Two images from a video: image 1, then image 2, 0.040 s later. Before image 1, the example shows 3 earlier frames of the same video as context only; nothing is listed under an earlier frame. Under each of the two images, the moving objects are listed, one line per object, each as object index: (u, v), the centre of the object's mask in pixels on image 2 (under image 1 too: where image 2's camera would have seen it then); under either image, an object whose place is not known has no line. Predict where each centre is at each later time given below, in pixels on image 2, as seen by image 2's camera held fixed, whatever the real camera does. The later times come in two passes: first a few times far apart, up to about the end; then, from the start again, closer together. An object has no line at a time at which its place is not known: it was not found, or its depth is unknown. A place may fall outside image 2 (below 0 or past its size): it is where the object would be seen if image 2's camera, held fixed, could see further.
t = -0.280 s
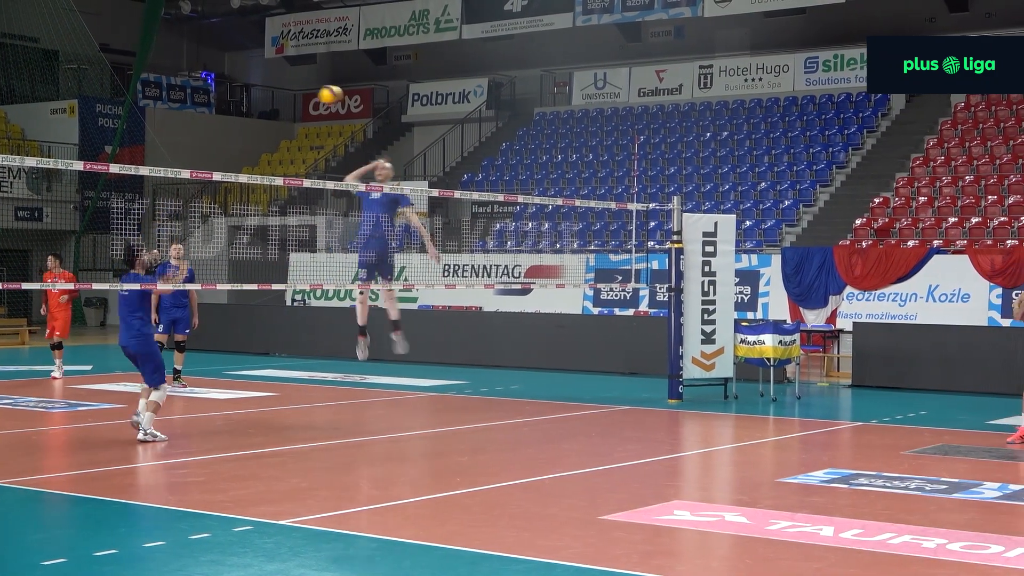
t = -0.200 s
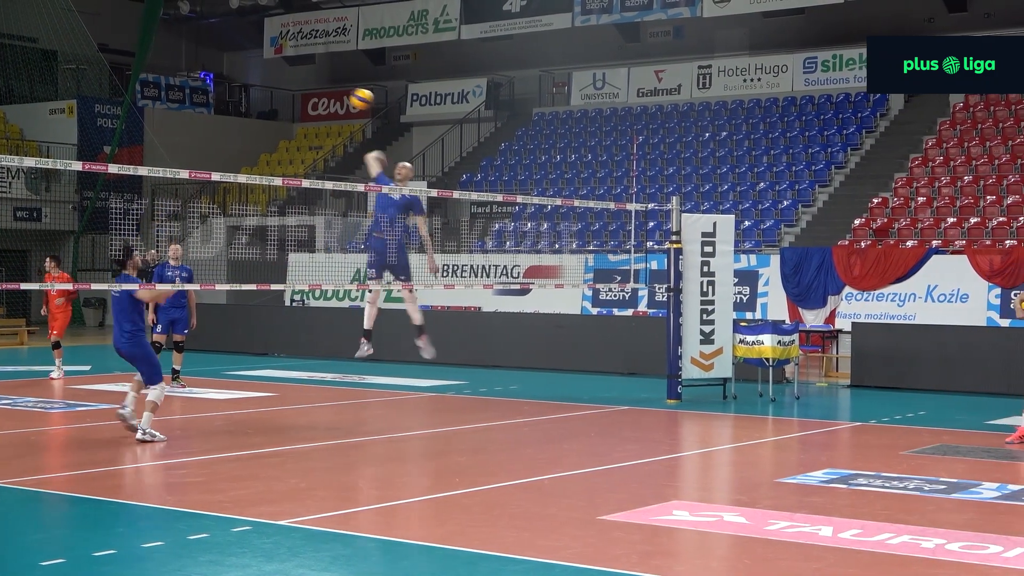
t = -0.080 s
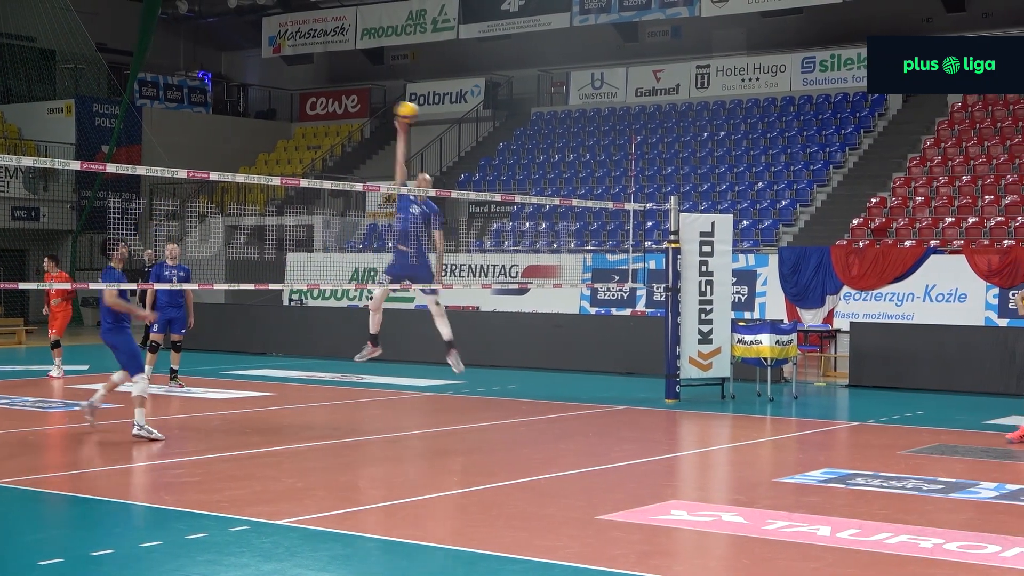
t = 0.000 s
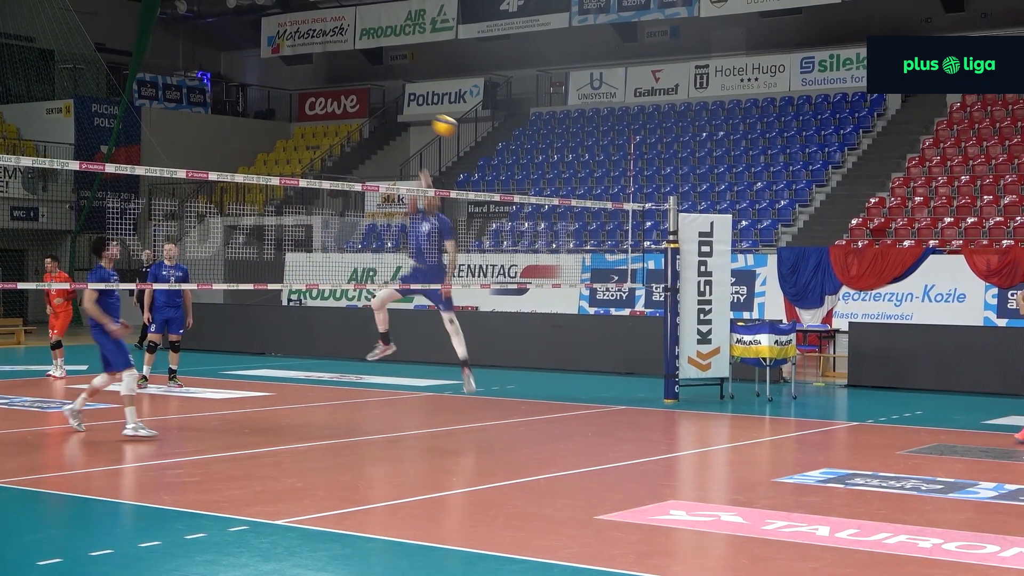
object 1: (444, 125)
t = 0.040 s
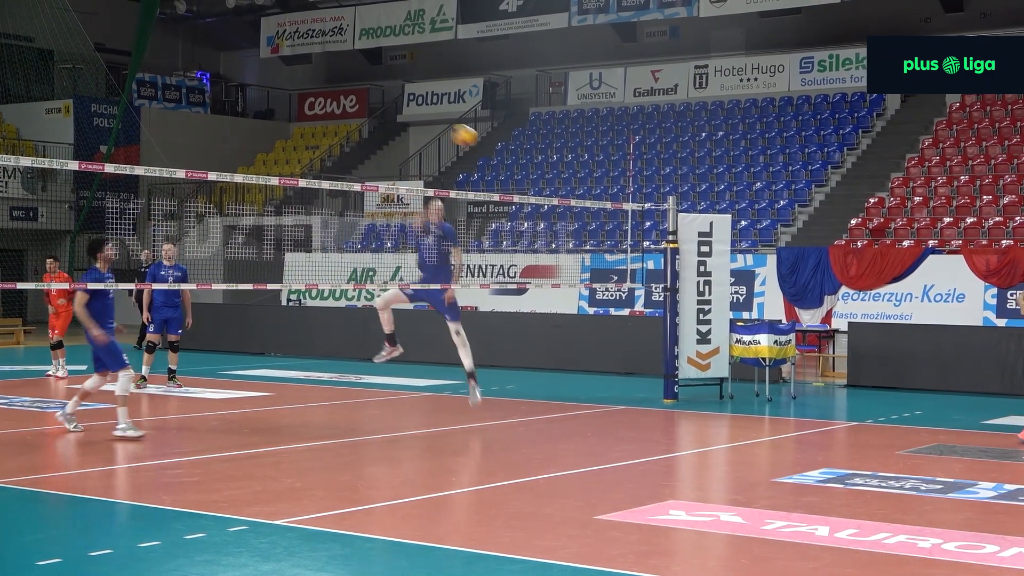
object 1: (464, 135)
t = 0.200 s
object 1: (551, 192)
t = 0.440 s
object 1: (702, 346)
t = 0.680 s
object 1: (828, 400)
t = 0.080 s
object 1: (485, 148)
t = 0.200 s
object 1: (551, 192)
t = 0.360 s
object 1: (649, 284)
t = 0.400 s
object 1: (673, 312)
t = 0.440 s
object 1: (702, 346)
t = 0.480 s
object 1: (732, 381)
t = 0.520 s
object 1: (758, 414)
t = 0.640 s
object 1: (817, 422)
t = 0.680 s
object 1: (828, 400)
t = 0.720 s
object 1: (843, 377)
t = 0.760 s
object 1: (855, 358)
